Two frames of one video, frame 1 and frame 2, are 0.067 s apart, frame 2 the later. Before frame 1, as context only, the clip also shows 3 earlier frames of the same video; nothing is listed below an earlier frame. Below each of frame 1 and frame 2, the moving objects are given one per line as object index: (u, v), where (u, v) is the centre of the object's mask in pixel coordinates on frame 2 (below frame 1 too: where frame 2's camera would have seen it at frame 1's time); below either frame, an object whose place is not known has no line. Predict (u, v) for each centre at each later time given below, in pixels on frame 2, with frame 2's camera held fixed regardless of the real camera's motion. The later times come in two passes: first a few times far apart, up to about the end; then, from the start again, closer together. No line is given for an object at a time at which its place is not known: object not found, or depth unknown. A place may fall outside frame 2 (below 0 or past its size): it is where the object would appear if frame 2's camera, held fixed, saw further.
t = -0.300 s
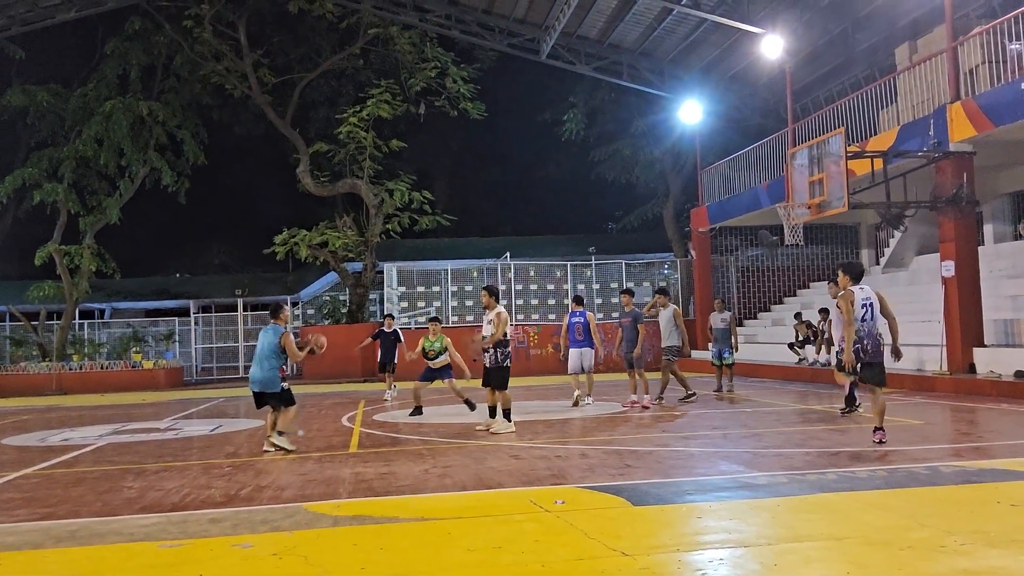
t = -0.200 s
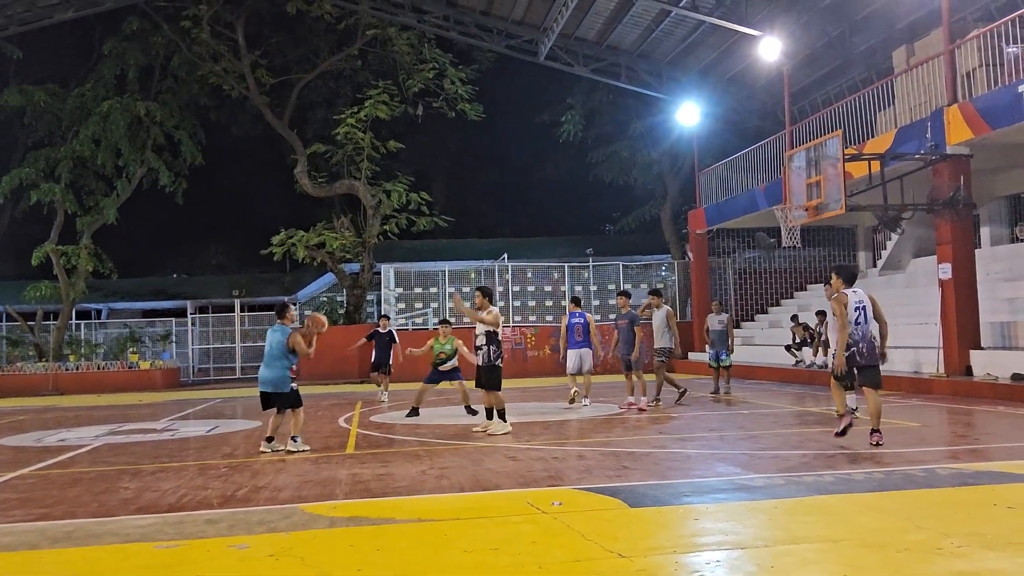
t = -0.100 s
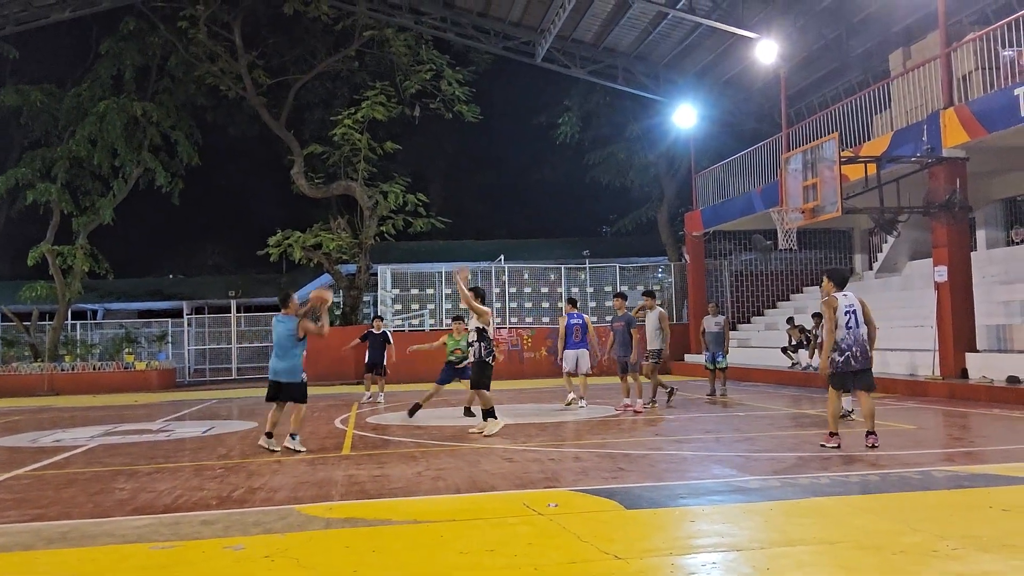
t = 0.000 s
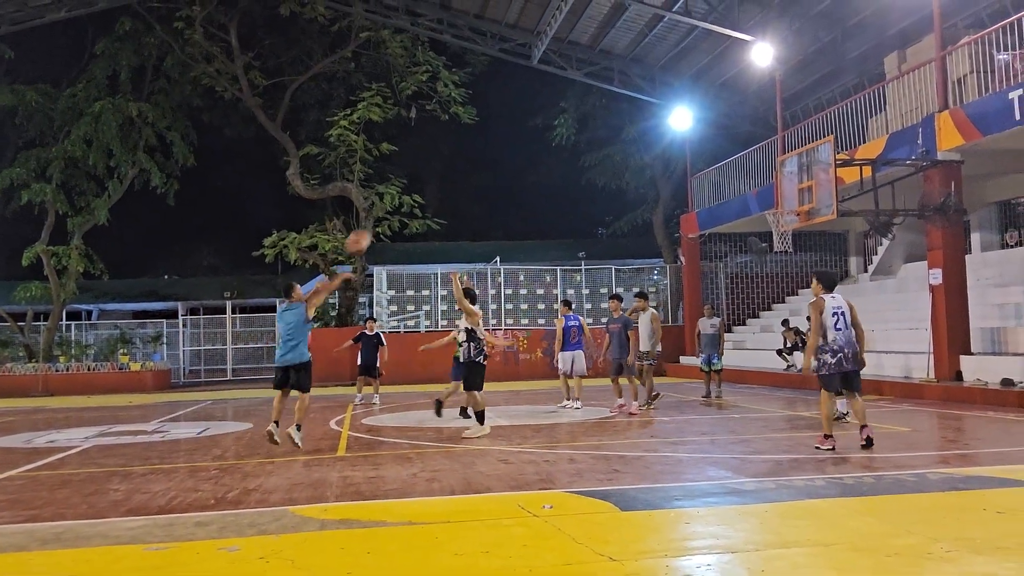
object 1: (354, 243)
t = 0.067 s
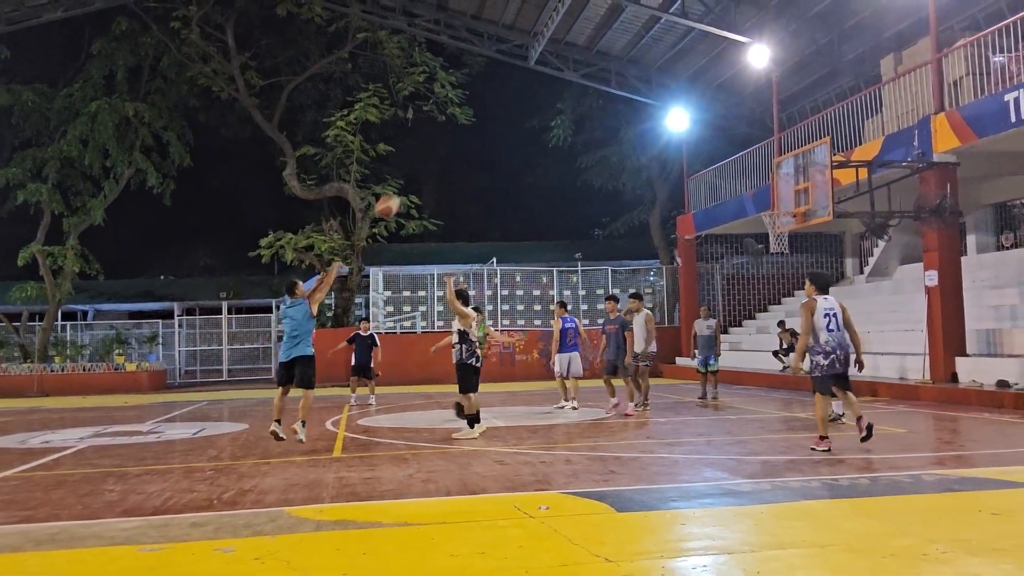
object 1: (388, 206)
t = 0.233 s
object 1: (463, 137)
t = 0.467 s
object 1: (556, 87)
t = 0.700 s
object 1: (638, 80)
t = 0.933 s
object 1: (710, 108)
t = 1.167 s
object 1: (774, 168)
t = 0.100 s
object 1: (404, 190)
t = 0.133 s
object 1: (419, 175)
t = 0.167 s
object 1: (434, 162)
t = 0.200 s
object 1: (449, 149)
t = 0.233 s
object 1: (463, 137)
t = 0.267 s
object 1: (478, 127)
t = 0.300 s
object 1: (491, 118)
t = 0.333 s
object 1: (505, 110)
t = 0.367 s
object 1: (518, 103)
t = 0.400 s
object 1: (531, 97)
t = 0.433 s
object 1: (544, 92)
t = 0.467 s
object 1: (556, 87)
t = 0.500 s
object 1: (568, 84)
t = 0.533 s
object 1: (581, 81)
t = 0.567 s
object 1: (592, 79)
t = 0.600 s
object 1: (604, 78)
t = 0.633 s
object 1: (615, 79)
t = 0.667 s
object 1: (626, 79)
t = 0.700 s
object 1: (638, 80)
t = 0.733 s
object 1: (648, 82)
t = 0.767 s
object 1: (658, 84)
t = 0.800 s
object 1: (669, 88)
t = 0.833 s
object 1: (679, 92)
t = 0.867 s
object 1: (691, 96)
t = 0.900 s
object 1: (700, 102)
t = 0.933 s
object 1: (710, 108)
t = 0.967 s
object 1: (719, 115)
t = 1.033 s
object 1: (739, 130)
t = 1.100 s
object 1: (757, 147)
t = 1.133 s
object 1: (767, 157)
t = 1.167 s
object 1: (774, 168)
